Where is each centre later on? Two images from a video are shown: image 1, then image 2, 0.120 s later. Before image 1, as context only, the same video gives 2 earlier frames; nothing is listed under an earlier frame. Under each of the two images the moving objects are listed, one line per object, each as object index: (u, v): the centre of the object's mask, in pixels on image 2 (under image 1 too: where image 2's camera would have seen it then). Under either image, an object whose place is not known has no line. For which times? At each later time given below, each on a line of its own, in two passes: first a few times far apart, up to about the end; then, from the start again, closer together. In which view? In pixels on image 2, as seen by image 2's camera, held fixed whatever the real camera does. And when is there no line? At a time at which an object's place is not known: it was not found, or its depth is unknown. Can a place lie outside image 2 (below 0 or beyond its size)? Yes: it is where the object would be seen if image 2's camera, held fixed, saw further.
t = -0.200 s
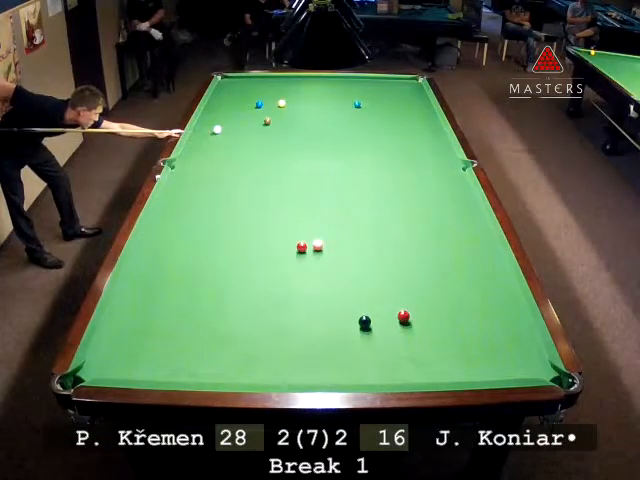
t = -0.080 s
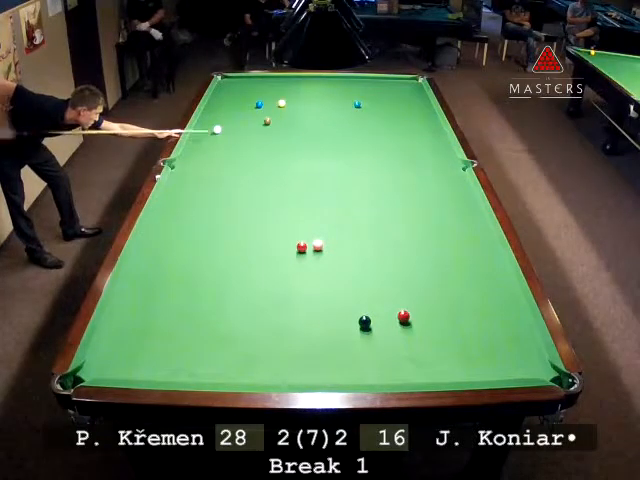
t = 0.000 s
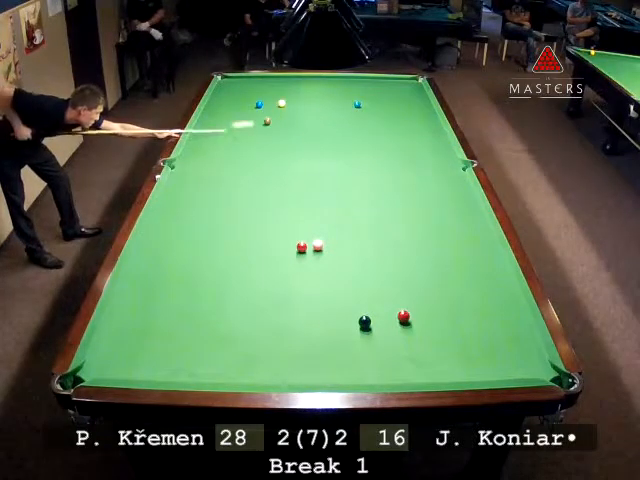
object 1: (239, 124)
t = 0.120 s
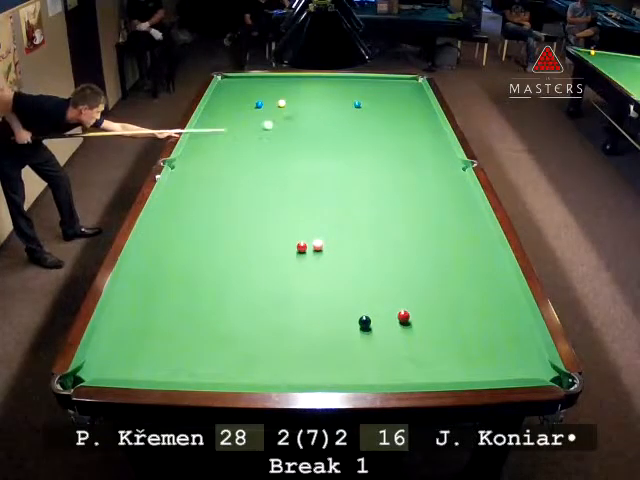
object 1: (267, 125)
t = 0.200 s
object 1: (273, 129)
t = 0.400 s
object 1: (276, 134)
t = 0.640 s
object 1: (280, 142)
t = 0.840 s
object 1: (282, 149)
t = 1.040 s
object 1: (285, 155)
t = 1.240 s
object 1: (289, 162)
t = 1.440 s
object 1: (292, 168)
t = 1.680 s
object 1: (296, 175)
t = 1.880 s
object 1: (298, 182)
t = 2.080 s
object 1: (301, 188)
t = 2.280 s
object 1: (304, 194)
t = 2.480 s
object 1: (306, 200)
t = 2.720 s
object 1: (309, 207)
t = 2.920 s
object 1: (312, 213)
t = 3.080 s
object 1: (314, 217)
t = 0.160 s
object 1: (270, 126)
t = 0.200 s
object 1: (273, 129)
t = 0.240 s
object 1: (274, 129)
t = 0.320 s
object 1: (275, 131)
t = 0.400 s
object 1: (276, 134)
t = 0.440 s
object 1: (276, 135)
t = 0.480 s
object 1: (277, 137)
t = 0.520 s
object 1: (278, 138)
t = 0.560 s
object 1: (278, 139)
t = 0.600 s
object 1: (279, 140)
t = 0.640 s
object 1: (280, 142)
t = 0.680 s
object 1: (280, 143)
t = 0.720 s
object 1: (281, 144)
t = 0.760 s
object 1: (281, 146)
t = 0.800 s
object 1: (282, 147)
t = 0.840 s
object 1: (282, 149)
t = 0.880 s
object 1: (283, 150)
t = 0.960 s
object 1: (284, 152)
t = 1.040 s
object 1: (285, 155)
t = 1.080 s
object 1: (286, 156)
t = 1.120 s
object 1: (286, 157)
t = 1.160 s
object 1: (287, 158)
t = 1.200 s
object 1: (288, 160)
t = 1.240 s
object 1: (289, 162)
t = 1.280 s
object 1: (289, 163)
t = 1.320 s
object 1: (290, 164)
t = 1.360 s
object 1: (291, 165)
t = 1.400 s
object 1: (291, 167)
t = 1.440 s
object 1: (292, 168)
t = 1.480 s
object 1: (293, 169)
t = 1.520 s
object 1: (293, 170)
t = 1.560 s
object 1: (294, 172)
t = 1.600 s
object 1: (294, 173)
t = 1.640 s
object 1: (295, 174)
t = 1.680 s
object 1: (296, 175)
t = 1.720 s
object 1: (296, 177)
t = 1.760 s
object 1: (297, 178)
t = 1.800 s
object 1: (297, 179)
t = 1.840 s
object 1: (298, 181)
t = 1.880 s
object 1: (298, 182)
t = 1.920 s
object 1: (299, 183)
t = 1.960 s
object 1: (300, 185)
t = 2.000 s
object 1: (300, 186)
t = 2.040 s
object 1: (300, 187)
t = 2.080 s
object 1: (301, 188)
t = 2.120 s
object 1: (302, 189)
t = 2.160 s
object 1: (302, 190)
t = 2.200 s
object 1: (302, 192)
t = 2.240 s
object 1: (303, 194)
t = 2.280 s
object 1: (304, 194)
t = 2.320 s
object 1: (304, 195)
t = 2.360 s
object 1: (305, 197)
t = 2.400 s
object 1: (305, 198)
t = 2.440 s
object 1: (306, 199)
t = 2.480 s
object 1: (306, 200)
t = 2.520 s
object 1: (307, 201)
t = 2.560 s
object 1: (307, 203)
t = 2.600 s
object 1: (308, 204)
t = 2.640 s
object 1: (308, 205)
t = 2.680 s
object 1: (309, 206)
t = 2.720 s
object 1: (309, 207)
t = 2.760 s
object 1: (310, 208)
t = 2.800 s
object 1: (310, 209)
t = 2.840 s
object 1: (311, 210)
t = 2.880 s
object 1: (311, 212)
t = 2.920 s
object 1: (312, 213)
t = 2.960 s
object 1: (312, 214)
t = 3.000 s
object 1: (313, 215)
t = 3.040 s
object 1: (314, 216)
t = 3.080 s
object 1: (314, 217)
